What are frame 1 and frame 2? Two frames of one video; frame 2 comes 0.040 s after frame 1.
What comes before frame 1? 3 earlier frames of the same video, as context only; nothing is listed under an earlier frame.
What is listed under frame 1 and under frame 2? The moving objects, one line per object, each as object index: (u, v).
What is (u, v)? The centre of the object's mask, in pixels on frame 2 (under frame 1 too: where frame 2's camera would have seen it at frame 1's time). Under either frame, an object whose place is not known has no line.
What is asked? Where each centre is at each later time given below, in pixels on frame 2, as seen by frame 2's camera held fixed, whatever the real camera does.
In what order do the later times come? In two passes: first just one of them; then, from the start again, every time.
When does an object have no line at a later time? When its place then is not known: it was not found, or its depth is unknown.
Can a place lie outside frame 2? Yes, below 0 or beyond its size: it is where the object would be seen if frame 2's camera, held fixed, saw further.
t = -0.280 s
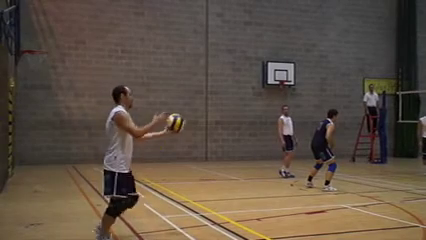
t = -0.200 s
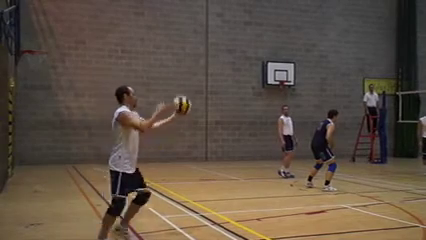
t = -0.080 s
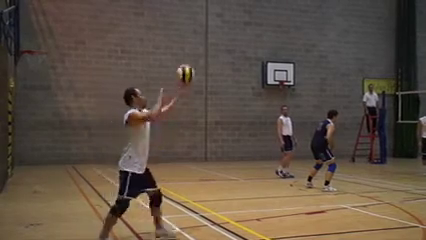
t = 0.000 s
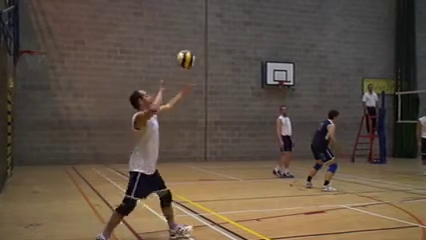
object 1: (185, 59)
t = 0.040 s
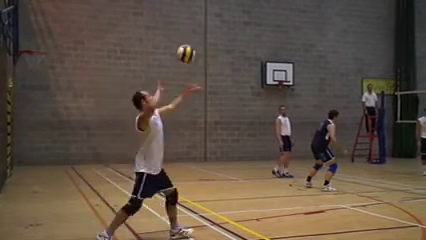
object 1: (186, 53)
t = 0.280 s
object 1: (187, 48)
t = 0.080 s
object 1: (187, 48)
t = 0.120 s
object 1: (187, 45)
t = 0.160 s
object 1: (187, 43)
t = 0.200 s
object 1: (188, 44)
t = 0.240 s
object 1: (188, 45)
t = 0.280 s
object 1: (187, 48)
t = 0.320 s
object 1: (186, 52)
